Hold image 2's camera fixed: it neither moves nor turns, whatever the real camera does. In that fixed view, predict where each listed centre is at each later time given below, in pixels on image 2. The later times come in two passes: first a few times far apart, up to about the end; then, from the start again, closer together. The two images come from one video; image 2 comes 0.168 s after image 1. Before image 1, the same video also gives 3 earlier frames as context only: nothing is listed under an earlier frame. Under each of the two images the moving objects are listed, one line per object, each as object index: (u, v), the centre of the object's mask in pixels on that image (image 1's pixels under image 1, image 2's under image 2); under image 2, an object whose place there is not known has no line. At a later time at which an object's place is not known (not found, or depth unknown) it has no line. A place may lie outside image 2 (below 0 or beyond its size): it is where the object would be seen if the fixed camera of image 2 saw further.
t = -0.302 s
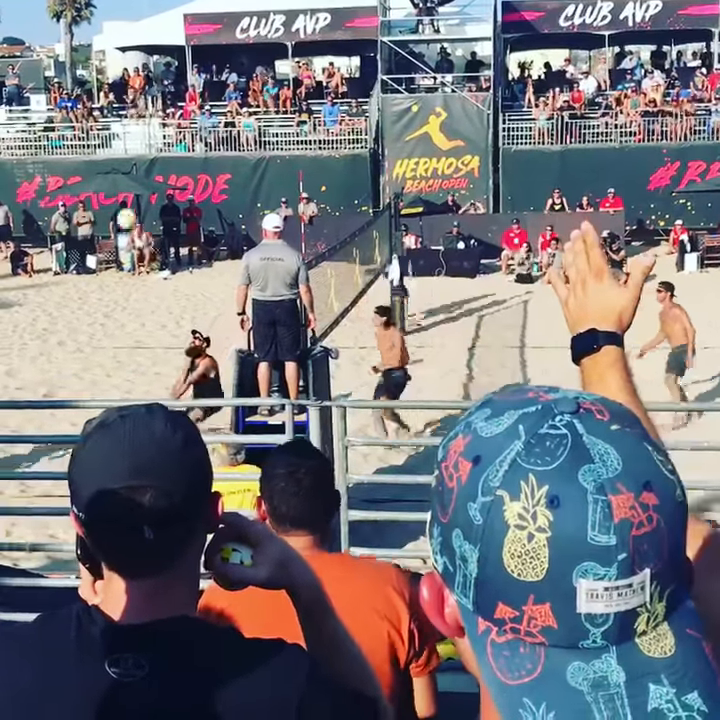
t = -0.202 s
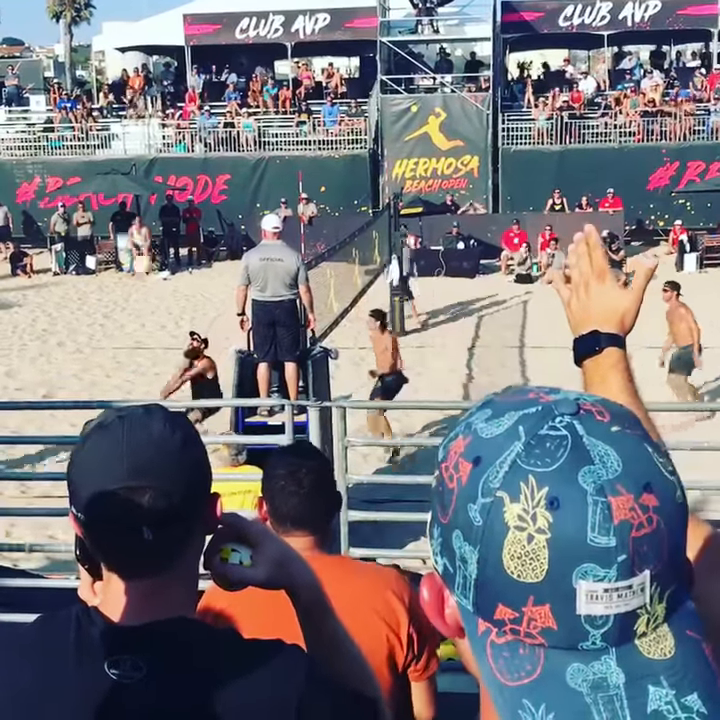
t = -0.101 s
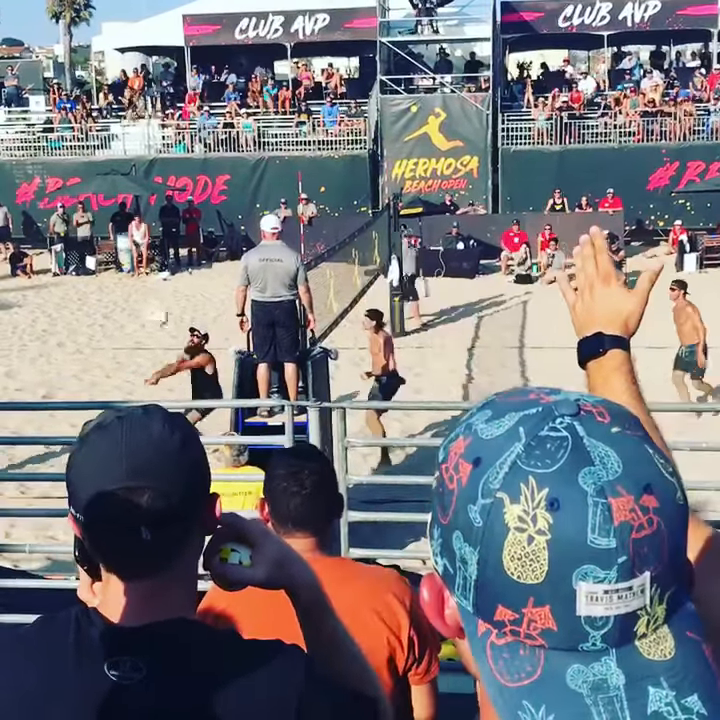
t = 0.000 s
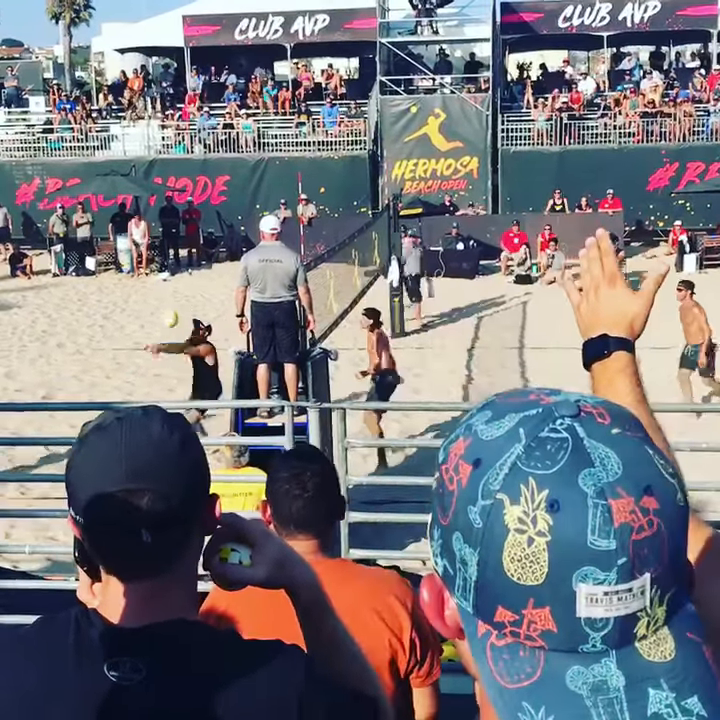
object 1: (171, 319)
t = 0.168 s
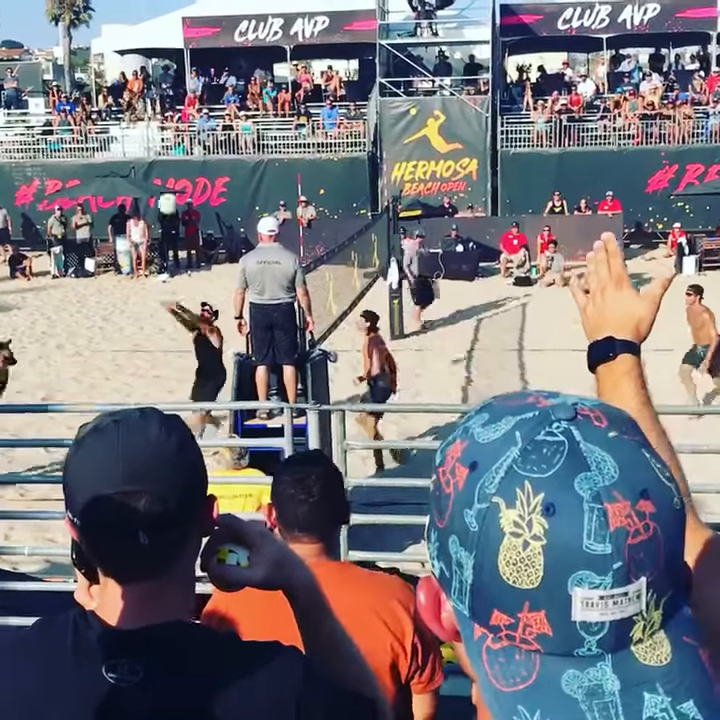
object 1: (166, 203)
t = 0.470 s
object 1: (169, 54)
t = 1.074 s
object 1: (192, 0)
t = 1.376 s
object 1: (207, 107)
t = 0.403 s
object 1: (168, 78)
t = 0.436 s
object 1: (169, 65)
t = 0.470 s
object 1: (169, 54)
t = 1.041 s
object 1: (190, -6)
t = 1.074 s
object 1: (192, 0)
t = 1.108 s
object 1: (194, 8)
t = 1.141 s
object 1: (195, 18)
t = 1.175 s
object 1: (195, 27)
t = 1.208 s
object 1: (196, 38)
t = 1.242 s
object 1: (201, 50)
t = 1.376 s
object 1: (207, 107)
